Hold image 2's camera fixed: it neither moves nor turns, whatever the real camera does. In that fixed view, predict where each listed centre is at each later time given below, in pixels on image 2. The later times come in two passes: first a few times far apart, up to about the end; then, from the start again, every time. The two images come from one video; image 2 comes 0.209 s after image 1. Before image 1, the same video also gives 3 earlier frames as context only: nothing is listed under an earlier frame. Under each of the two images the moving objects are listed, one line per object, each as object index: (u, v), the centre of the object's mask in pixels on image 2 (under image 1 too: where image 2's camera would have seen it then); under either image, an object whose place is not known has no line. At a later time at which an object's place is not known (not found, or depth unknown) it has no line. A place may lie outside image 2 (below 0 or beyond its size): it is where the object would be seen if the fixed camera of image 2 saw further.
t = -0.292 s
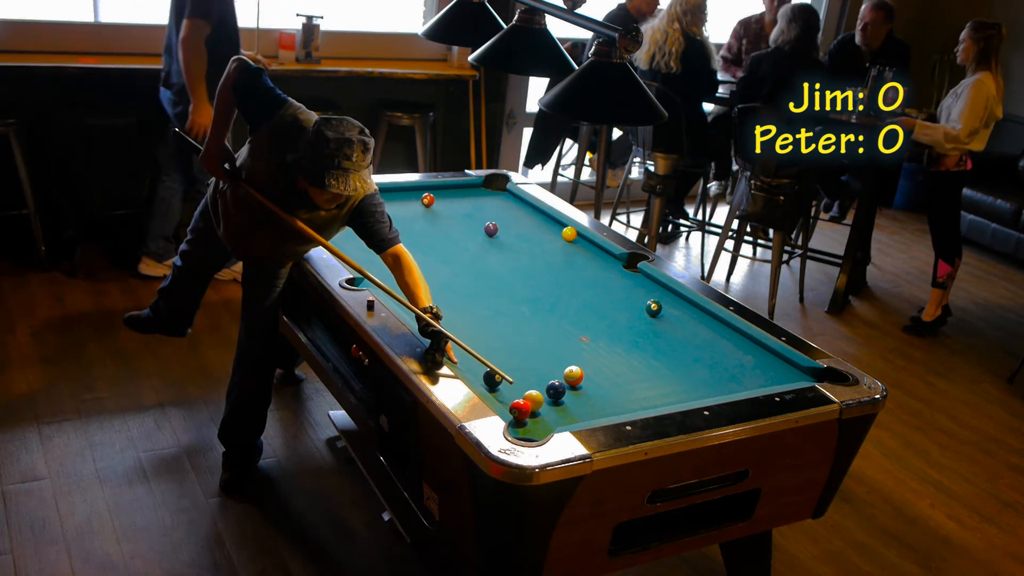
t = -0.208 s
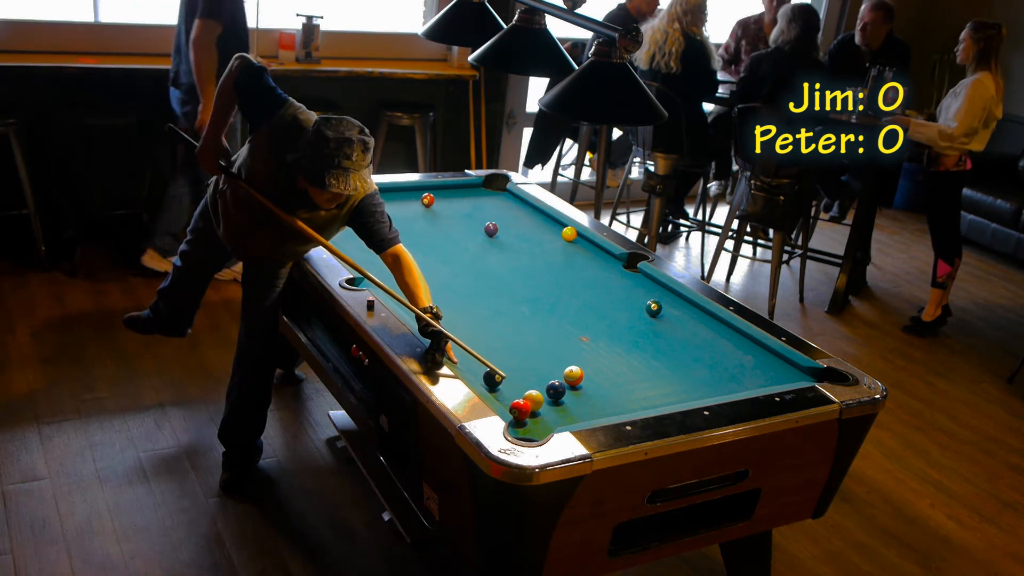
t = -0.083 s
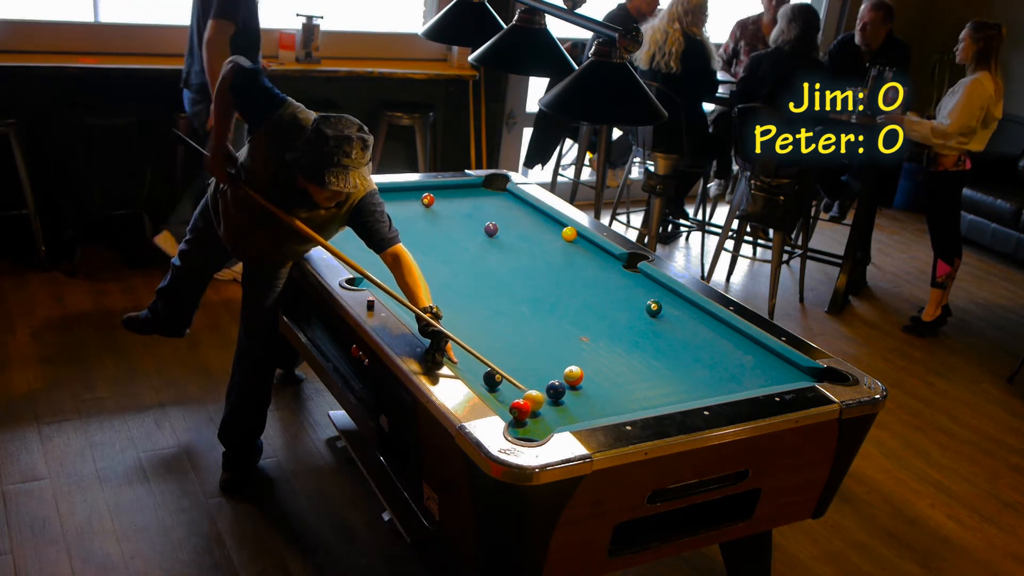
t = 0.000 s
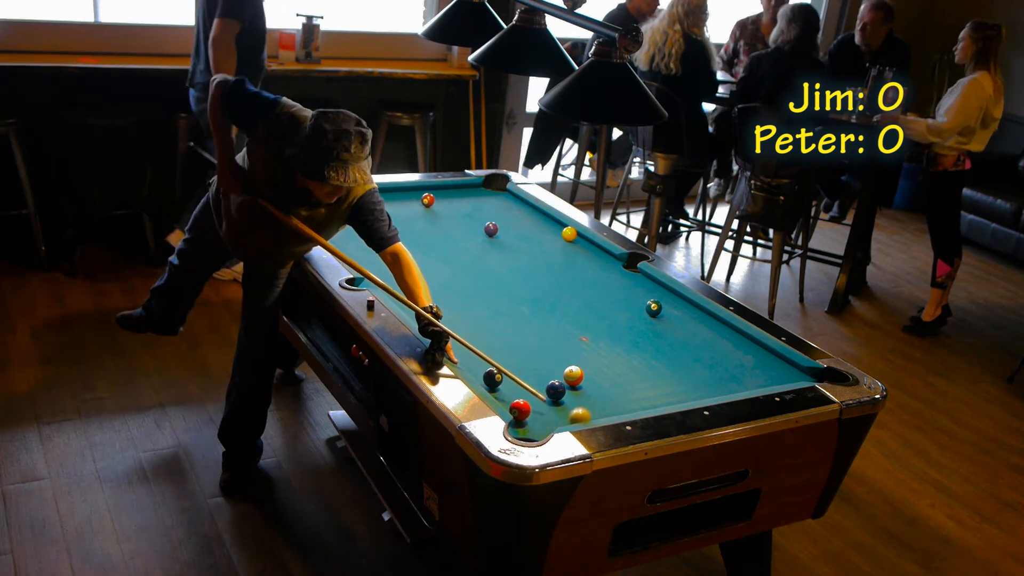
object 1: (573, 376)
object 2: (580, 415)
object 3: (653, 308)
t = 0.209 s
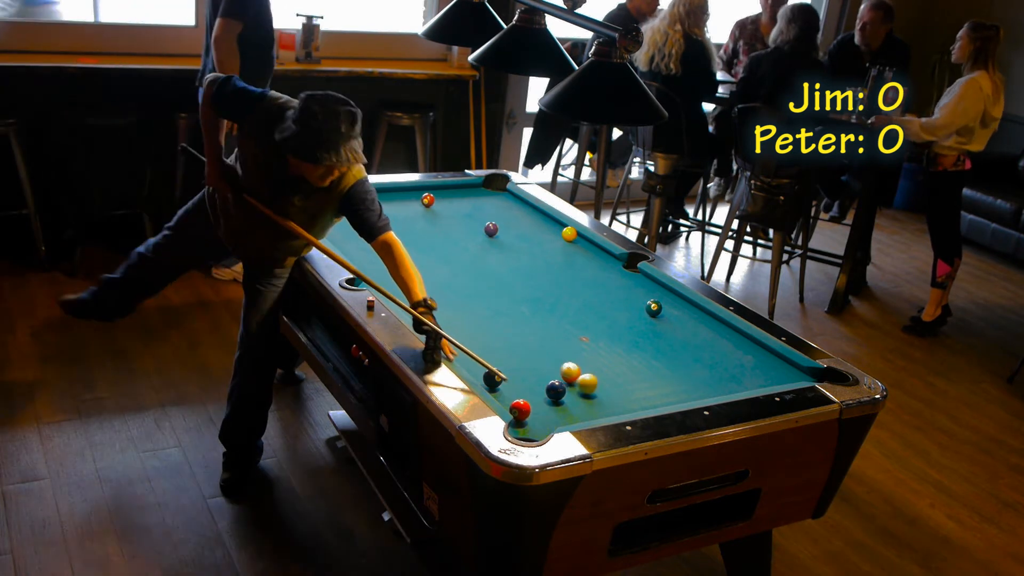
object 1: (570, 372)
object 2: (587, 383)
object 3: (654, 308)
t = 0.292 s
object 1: (562, 364)
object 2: (599, 379)
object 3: (654, 308)
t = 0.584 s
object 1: (539, 340)
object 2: (633, 362)
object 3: (654, 308)
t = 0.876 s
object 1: (518, 319)
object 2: (663, 348)
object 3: (654, 308)
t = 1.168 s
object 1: (500, 300)
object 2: (689, 335)
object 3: (654, 308)
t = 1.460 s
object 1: (483, 283)
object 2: (713, 324)
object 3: (653, 308)
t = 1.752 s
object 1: (468, 269)
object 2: (696, 317)
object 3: (653, 308)
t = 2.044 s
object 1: (455, 256)
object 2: (670, 312)
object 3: (653, 307)
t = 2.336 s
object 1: (443, 245)
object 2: (664, 312)
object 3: (639, 304)
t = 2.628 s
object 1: (432, 235)
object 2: (660, 313)
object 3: (627, 301)
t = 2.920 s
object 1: (423, 226)
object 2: (658, 313)
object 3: (618, 298)
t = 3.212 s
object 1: (414, 218)
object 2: (657, 313)
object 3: (611, 296)
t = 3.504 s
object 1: (407, 210)
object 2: (657, 313)
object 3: (605, 294)
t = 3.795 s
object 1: (400, 204)
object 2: (657, 313)
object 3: (602, 293)
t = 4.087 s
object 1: (395, 199)
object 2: (657, 313)
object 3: (600, 293)
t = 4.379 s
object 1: (390, 194)
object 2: (657, 313)
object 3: (599, 293)
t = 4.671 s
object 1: (386, 190)
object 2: (657, 313)
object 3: (600, 293)
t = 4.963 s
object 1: (388, 192)
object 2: (657, 313)
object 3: (600, 293)
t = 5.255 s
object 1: (391, 193)
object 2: (657, 313)
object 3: (600, 293)
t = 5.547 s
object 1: (393, 194)
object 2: (657, 313)
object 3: (600, 293)
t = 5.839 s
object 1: (394, 195)
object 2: (657, 313)
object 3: (600, 293)
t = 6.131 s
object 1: (394, 195)
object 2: (657, 313)
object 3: (599, 293)
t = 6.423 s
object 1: (394, 194)
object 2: (657, 313)
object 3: (600, 293)
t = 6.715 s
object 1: (393, 194)
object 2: (657, 313)
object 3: (600, 293)
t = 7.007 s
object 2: (657, 313)
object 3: (599, 293)
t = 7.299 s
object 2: (657, 313)
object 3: (599, 293)
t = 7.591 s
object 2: (657, 313)
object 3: (599, 293)
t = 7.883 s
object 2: (657, 313)
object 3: (600, 293)
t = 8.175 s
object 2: (657, 313)
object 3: (600, 293)
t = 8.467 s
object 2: (657, 313)
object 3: (600, 293)
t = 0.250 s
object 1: (566, 368)
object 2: (593, 381)
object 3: (654, 308)
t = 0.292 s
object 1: (562, 364)
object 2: (599, 379)
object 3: (654, 308)
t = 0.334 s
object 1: (558, 360)
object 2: (604, 376)
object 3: (654, 308)
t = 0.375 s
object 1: (555, 357)
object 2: (609, 374)
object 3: (654, 308)
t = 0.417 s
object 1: (552, 353)
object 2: (614, 372)
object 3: (654, 308)
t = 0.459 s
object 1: (548, 350)
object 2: (618, 369)
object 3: (654, 308)
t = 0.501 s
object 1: (545, 346)
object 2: (623, 367)
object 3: (654, 308)
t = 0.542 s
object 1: (542, 343)
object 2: (628, 365)
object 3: (654, 308)
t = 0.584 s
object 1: (539, 340)
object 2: (633, 362)
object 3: (654, 308)
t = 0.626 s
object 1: (535, 337)
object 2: (637, 360)
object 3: (654, 308)
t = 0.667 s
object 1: (532, 333)
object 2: (642, 358)
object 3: (654, 308)
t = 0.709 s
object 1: (529, 330)
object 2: (646, 356)
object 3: (654, 308)
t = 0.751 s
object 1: (526, 327)
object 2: (650, 354)
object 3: (654, 308)
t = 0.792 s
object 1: (524, 324)
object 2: (654, 352)
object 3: (654, 308)
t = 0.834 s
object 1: (521, 321)
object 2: (659, 350)
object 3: (654, 308)
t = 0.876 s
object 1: (518, 319)
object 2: (663, 348)
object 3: (654, 308)
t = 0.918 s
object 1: (515, 316)
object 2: (667, 346)
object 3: (654, 308)
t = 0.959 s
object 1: (512, 313)
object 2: (671, 344)
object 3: (654, 308)
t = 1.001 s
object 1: (510, 310)
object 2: (674, 342)
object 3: (654, 308)
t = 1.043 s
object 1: (507, 308)
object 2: (678, 340)
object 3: (654, 308)
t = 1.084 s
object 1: (505, 305)
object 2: (682, 339)
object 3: (654, 308)
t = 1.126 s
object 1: (502, 302)
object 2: (685, 337)
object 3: (654, 308)
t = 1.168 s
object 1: (500, 300)
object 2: (689, 335)
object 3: (654, 308)
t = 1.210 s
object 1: (497, 297)
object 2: (693, 333)
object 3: (654, 308)
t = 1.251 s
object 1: (495, 295)
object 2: (696, 332)
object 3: (654, 308)
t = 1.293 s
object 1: (492, 292)
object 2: (699, 330)
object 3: (654, 308)
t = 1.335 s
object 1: (490, 290)
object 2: (703, 328)
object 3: (653, 308)
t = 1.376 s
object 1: (487, 288)
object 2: (706, 327)
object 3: (653, 308)
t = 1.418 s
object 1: (485, 286)
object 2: (709, 325)
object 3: (654, 308)
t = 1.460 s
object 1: (483, 283)
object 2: (713, 324)
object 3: (653, 308)
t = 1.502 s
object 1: (481, 281)
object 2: (716, 322)
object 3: (653, 308)
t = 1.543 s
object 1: (479, 279)
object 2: (716, 321)
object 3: (653, 308)
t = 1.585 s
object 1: (476, 277)
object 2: (712, 320)
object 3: (653, 308)
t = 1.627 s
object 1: (474, 275)
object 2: (708, 319)
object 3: (653, 308)
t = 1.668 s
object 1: (472, 273)
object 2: (704, 318)
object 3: (653, 308)
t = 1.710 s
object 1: (470, 271)
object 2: (700, 318)
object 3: (653, 308)
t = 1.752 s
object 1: (468, 269)
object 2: (696, 317)
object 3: (653, 308)
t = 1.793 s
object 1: (466, 267)
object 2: (692, 316)
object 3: (653, 308)
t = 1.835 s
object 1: (464, 265)
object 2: (688, 315)
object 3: (653, 308)
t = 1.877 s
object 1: (462, 263)
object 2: (684, 315)
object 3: (653, 308)
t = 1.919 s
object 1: (460, 261)
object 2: (680, 314)
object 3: (654, 308)
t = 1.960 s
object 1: (458, 259)
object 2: (676, 313)
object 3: (653, 308)
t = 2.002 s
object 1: (456, 258)
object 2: (673, 312)
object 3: (653, 308)
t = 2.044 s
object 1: (455, 256)
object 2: (670, 312)
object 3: (653, 307)
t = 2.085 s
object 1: (453, 254)
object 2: (669, 312)
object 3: (650, 307)
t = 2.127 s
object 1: (451, 253)
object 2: (668, 312)
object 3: (648, 306)
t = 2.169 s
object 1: (449, 251)
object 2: (667, 312)
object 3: (646, 306)
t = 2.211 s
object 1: (448, 249)
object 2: (666, 312)
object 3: (645, 305)
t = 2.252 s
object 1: (446, 248)
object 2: (665, 312)
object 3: (643, 305)
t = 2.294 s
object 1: (444, 246)
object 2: (665, 312)
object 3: (641, 304)
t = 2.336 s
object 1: (443, 245)
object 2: (664, 312)
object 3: (639, 304)
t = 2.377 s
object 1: (441, 243)
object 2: (663, 312)
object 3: (637, 303)
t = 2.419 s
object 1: (439, 242)
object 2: (663, 313)
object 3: (635, 303)
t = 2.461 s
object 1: (438, 240)
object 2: (662, 312)
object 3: (634, 302)
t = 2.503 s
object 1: (436, 239)
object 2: (661, 313)
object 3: (632, 302)
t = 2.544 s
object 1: (435, 237)
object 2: (661, 313)
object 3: (631, 302)
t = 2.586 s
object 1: (433, 236)
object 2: (660, 313)
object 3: (629, 301)
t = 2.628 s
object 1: (432, 235)
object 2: (660, 313)
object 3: (627, 301)
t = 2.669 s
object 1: (431, 233)
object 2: (659, 313)
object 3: (626, 300)
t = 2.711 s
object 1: (429, 232)
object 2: (659, 313)
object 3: (625, 300)
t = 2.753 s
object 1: (428, 230)
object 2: (659, 313)
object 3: (623, 300)
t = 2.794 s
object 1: (427, 229)
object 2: (658, 313)
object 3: (622, 299)
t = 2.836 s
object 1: (425, 228)
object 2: (658, 313)
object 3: (621, 299)
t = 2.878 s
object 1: (424, 227)
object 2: (658, 313)
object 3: (619, 299)
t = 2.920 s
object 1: (423, 226)
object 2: (658, 313)
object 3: (618, 298)
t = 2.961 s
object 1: (421, 224)
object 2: (657, 313)
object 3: (617, 298)
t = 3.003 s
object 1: (420, 223)
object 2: (657, 313)
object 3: (616, 298)
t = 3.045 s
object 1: (419, 222)
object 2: (657, 313)
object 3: (615, 297)
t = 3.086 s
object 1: (417, 221)
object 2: (657, 313)
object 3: (613, 297)
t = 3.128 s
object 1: (416, 220)
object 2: (657, 313)
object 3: (613, 297)
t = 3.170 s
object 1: (416, 219)
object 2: (657, 313)
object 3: (612, 296)
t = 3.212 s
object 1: (414, 218)
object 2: (657, 313)
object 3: (611, 296)
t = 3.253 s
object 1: (413, 217)
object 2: (657, 313)
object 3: (610, 296)
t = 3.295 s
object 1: (412, 215)
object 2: (657, 313)
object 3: (609, 295)
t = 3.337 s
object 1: (411, 214)
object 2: (657, 313)
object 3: (608, 295)
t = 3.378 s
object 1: (410, 213)
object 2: (657, 313)
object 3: (608, 295)
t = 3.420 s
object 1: (410, 212)
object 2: (657, 313)
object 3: (607, 295)
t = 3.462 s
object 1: (408, 211)
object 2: (657, 313)
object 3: (606, 295)
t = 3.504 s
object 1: (407, 210)
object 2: (657, 313)
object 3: (605, 294)
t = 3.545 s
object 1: (406, 210)
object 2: (657, 313)
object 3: (605, 294)
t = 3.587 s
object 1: (405, 209)
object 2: (657, 313)
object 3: (604, 294)
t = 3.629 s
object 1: (404, 208)
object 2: (657, 313)
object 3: (604, 294)
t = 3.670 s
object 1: (403, 207)
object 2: (657, 313)
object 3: (603, 294)
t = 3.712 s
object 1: (402, 206)
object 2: (657, 313)
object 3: (603, 294)
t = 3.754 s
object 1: (401, 205)
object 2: (657, 313)
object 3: (602, 293)
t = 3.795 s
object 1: (400, 204)
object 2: (657, 313)
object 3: (602, 293)
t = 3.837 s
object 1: (399, 203)
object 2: (657, 313)
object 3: (601, 293)
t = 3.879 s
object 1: (398, 203)
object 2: (657, 313)
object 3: (601, 293)
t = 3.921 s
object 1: (398, 202)
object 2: (657, 313)
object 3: (601, 293)
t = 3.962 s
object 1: (397, 201)
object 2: (657, 313)
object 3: (601, 293)
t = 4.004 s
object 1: (396, 200)
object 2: (657, 313)
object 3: (600, 293)
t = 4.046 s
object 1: (395, 199)
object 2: (657, 313)
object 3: (600, 293)
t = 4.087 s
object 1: (395, 199)
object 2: (657, 313)
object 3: (600, 293)
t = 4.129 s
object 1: (394, 198)
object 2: (657, 313)
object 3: (600, 293)
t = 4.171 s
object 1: (393, 197)
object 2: (657, 313)
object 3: (600, 293)
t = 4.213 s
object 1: (392, 197)
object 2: (657, 313)
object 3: (599, 293)
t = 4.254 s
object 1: (392, 196)
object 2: (657, 313)
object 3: (599, 293)
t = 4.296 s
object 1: (391, 195)
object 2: (657, 313)
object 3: (599, 293)
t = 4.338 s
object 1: (390, 195)
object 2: (657, 313)
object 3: (599, 293)
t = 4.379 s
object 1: (390, 194)
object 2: (657, 313)
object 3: (599, 293)
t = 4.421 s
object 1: (389, 193)
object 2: (657, 313)
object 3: (599, 293)
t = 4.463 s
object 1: (388, 193)
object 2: (657, 313)
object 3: (599, 293)
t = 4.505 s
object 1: (388, 192)
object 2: (657, 313)
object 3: (599, 293)
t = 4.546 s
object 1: (387, 192)
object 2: (657, 313)
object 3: (600, 293)
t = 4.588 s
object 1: (387, 191)
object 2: (657, 313)
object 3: (600, 293)
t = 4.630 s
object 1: (387, 191)
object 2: (657, 313)
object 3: (600, 293)
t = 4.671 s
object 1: (386, 190)
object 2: (657, 313)
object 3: (600, 293)
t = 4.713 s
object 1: (386, 190)
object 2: (657, 313)
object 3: (600, 293)
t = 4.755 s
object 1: (386, 190)
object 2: (657, 313)
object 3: (600, 293)
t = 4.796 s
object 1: (387, 191)
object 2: (657, 313)
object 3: (600, 293)
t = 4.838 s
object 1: (387, 191)
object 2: (657, 313)
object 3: (600, 293)
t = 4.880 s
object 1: (388, 191)
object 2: (657, 313)
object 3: (600, 293)
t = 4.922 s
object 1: (388, 192)
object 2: (657, 313)
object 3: (600, 293)
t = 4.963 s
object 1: (388, 192)
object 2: (657, 313)
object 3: (600, 293)
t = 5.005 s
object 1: (389, 192)
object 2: (657, 313)
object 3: (600, 293)
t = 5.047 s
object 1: (389, 192)
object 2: (657, 313)
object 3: (600, 293)
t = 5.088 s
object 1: (390, 192)
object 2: (657, 313)
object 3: (600, 293)
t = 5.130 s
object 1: (390, 193)
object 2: (657, 313)
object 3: (600, 293)
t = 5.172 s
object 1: (390, 193)
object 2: (657, 313)
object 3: (600, 293)
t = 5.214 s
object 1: (390, 193)
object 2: (657, 313)
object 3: (600, 293)
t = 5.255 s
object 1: (391, 193)
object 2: (657, 313)
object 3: (600, 293)
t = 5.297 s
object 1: (391, 194)
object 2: (657, 313)
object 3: (600, 293)
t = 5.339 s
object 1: (391, 194)
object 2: (657, 313)
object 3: (599, 293)
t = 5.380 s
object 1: (392, 194)
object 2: (657, 313)
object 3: (600, 293)
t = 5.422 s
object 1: (392, 194)
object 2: (657, 313)
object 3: (600, 293)
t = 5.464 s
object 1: (392, 194)
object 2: (657, 313)
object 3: (600, 293)
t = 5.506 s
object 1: (393, 194)
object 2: (657, 313)
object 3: (600, 293)
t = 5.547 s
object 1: (393, 194)
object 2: (657, 313)
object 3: (600, 293)
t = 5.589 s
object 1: (393, 194)
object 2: (657, 313)
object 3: (600, 293)
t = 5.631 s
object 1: (393, 194)
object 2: (657, 313)
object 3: (600, 293)
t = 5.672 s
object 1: (394, 194)
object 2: (657, 313)
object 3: (600, 293)
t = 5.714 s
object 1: (394, 195)
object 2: (657, 313)
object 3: (600, 293)
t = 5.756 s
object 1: (394, 195)
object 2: (657, 313)
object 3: (600, 293)
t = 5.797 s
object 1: (394, 195)
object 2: (657, 313)
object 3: (600, 293)
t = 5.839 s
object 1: (394, 195)
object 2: (657, 313)
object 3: (600, 293)
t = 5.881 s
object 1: (394, 195)
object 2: (657, 313)
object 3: (600, 293)
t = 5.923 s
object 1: (394, 195)
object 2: (657, 313)
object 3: (600, 293)
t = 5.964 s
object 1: (394, 195)
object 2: (657, 313)
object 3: (600, 293)
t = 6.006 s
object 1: (394, 195)
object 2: (657, 313)
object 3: (600, 293)
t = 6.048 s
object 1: (394, 195)
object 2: (657, 313)
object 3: (600, 293)
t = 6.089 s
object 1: (394, 195)
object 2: (657, 313)
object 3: (599, 293)
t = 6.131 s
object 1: (394, 195)
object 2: (657, 313)
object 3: (599, 293)
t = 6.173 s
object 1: (394, 194)
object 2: (657, 313)
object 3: (599, 293)
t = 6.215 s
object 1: (394, 194)
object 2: (657, 313)
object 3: (599, 293)
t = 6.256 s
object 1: (394, 194)
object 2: (657, 313)
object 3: (600, 293)
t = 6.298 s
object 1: (393, 194)
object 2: (657, 313)
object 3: (600, 293)
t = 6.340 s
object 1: (394, 194)
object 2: (657, 313)
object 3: (600, 293)
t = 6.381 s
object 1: (393, 194)
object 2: (657, 313)
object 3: (600, 293)
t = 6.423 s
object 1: (394, 194)
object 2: (657, 313)
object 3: (600, 293)
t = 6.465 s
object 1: (394, 194)
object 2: (657, 313)
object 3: (600, 293)
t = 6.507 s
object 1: (394, 194)
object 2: (657, 313)
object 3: (600, 293)
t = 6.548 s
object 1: (393, 194)
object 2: (657, 313)
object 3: (600, 293)
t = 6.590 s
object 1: (393, 194)
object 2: (657, 313)
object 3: (600, 293)
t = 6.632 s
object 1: (393, 194)
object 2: (657, 313)
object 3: (600, 293)
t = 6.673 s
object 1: (393, 194)
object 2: (657, 313)
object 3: (600, 293)
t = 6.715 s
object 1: (393, 194)
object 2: (657, 313)
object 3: (600, 293)
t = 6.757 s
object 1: (393, 194)
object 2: (657, 313)
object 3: (600, 293)
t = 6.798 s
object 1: (393, 194)
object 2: (657, 313)
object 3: (600, 293)
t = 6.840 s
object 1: (393, 194)
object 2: (657, 313)
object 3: (600, 293)
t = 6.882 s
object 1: (393, 194)
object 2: (657, 313)
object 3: (600, 293)
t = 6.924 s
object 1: (393, 194)
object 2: (657, 313)
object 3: (600, 293)
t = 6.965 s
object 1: (393, 194)
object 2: (657, 313)
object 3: (600, 293)
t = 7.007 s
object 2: (657, 313)
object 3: (599, 293)
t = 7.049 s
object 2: (657, 313)
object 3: (599, 293)
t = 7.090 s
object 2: (657, 313)
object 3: (600, 293)
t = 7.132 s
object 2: (657, 313)
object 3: (599, 293)
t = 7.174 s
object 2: (657, 313)
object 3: (599, 293)
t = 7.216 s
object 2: (657, 313)
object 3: (599, 293)
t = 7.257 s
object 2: (657, 313)
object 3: (599, 293)
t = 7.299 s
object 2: (657, 313)
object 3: (599, 293)
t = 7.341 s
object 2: (657, 313)
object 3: (599, 293)
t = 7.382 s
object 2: (657, 313)
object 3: (599, 293)
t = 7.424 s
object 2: (657, 313)
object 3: (599, 293)
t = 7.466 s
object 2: (657, 313)
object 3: (599, 293)
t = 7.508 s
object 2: (657, 313)
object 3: (599, 293)
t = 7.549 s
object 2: (657, 313)
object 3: (599, 293)
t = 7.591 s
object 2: (657, 313)
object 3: (599, 293)
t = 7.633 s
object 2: (657, 313)
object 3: (599, 293)
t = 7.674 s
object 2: (657, 313)
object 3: (599, 293)
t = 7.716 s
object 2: (657, 313)
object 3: (600, 293)
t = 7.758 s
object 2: (657, 313)
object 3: (600, 293)
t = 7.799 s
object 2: (657, 313)
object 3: (600, 293)
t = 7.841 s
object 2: (657, 313)
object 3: (600, 293)
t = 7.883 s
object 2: (657, 313)
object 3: (600, 293)
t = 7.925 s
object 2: (657, 313)
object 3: (600, 293)
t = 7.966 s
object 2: (657, 313)
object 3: (600, 293)
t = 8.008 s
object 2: (657, 313)
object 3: (600, 293)
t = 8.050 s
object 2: (657, 313)
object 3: (600, 293)
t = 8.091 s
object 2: (657, 313)
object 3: (600, 293)
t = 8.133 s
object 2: (657, 313)
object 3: (600, 293)
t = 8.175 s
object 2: (657, 313)
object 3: (600, 293)
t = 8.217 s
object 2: (657, 313)
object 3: (600, 293)
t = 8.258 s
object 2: (657, 313)
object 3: (600, 293)
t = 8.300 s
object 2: (657, 313)
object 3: (600, 293)
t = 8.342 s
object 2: (657, 313)
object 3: (600, 293)
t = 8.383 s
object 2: (657, 313)
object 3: (600, 293)
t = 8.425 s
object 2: (657, 313)
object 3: (600, 293)
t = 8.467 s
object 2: (657, 313)
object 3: (600, 293)
